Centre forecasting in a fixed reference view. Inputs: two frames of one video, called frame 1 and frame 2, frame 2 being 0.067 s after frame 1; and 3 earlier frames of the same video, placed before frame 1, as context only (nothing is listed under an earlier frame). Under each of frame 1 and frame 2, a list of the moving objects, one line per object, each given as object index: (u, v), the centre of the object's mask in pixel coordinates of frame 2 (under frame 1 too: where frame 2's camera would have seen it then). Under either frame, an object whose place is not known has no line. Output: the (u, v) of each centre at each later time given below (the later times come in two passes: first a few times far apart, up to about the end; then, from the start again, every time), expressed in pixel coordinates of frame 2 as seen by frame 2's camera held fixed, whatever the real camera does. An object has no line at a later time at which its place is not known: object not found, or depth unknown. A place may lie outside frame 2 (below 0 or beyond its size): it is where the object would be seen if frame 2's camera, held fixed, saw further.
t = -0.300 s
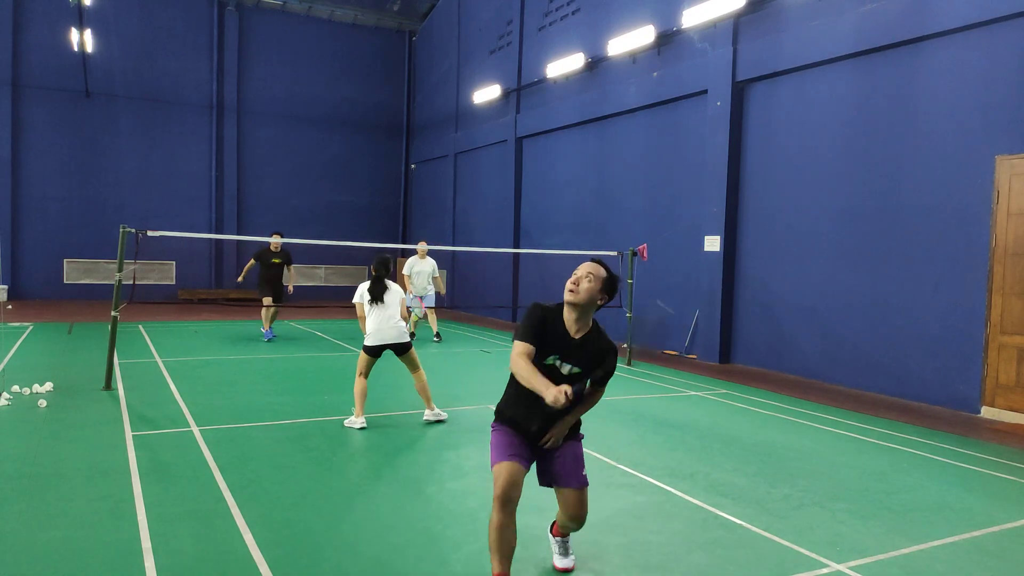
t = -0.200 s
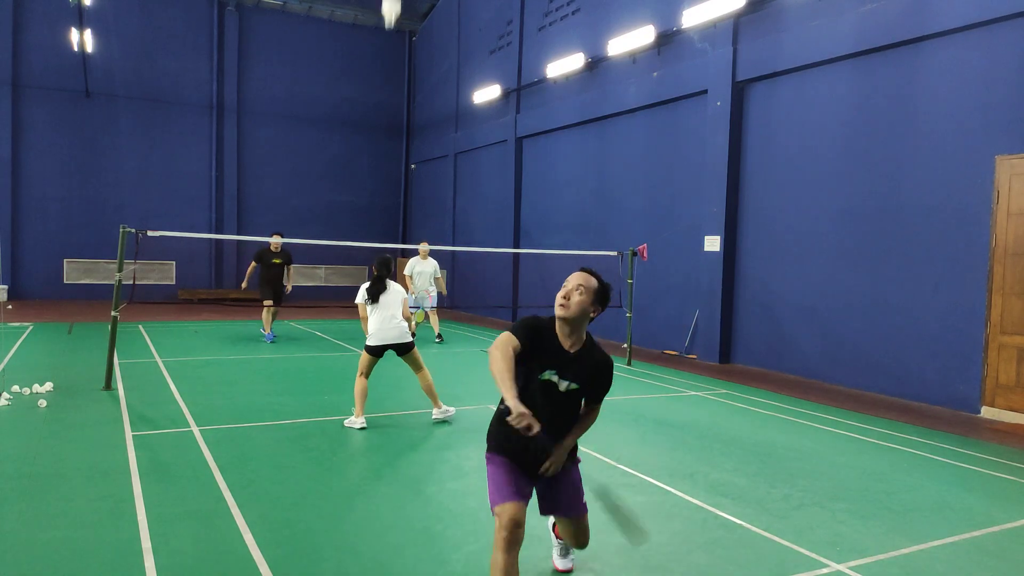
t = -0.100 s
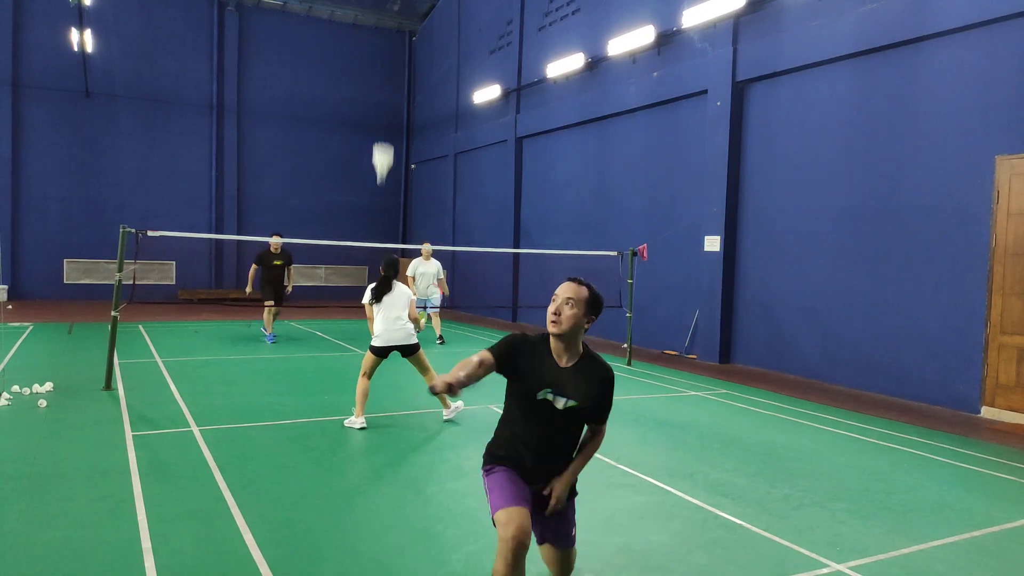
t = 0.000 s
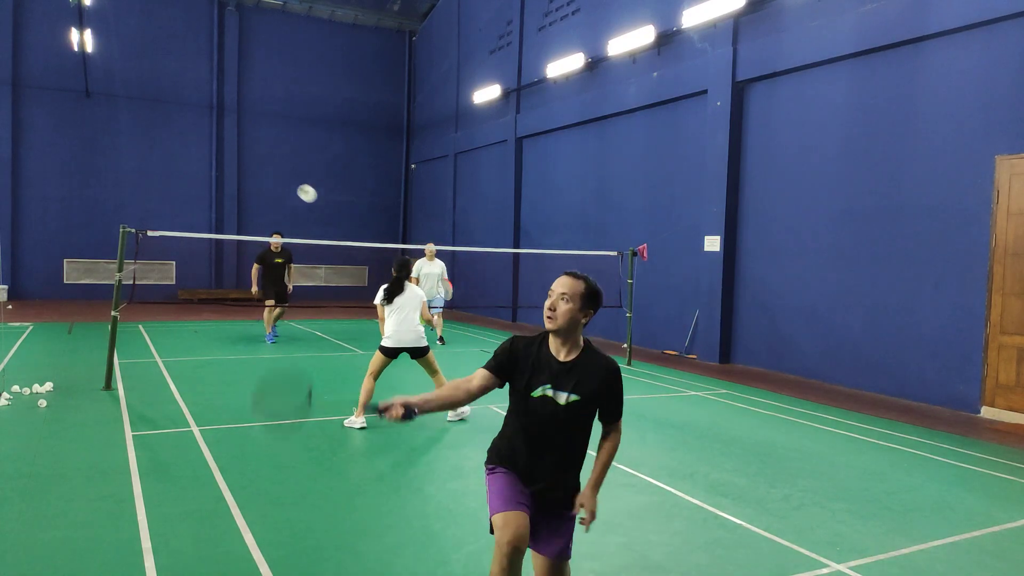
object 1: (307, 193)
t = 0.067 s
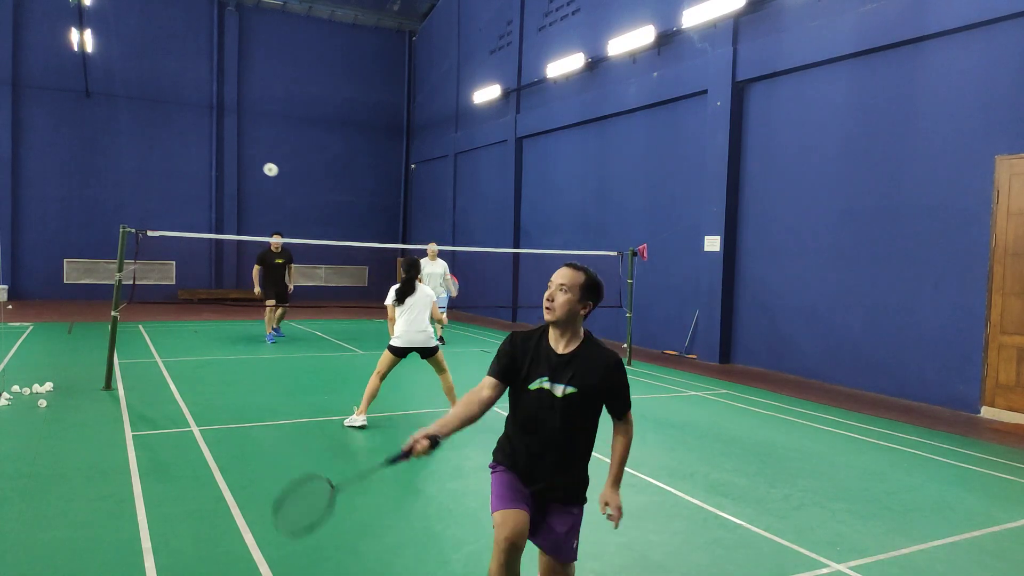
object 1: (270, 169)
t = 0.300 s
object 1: (224, 174)
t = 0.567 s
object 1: (209, 228)
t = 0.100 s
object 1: (260, 165)
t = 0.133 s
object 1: (251, 163)
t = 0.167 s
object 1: (244, 163)
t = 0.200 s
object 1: (238, 165)
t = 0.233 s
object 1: (233, 167)
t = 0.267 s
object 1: (228, 170)
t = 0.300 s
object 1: (224, 174)
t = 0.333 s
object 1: (221, 179)
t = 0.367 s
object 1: (219, 185)
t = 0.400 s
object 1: (217, 190)
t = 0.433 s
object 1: (214, 197)
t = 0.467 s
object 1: (213, 204)
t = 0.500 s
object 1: (211, 212)
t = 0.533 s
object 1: (210, 220)
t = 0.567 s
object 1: (209, 228)
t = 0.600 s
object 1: (207, 238)
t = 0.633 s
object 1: (207, 246)
